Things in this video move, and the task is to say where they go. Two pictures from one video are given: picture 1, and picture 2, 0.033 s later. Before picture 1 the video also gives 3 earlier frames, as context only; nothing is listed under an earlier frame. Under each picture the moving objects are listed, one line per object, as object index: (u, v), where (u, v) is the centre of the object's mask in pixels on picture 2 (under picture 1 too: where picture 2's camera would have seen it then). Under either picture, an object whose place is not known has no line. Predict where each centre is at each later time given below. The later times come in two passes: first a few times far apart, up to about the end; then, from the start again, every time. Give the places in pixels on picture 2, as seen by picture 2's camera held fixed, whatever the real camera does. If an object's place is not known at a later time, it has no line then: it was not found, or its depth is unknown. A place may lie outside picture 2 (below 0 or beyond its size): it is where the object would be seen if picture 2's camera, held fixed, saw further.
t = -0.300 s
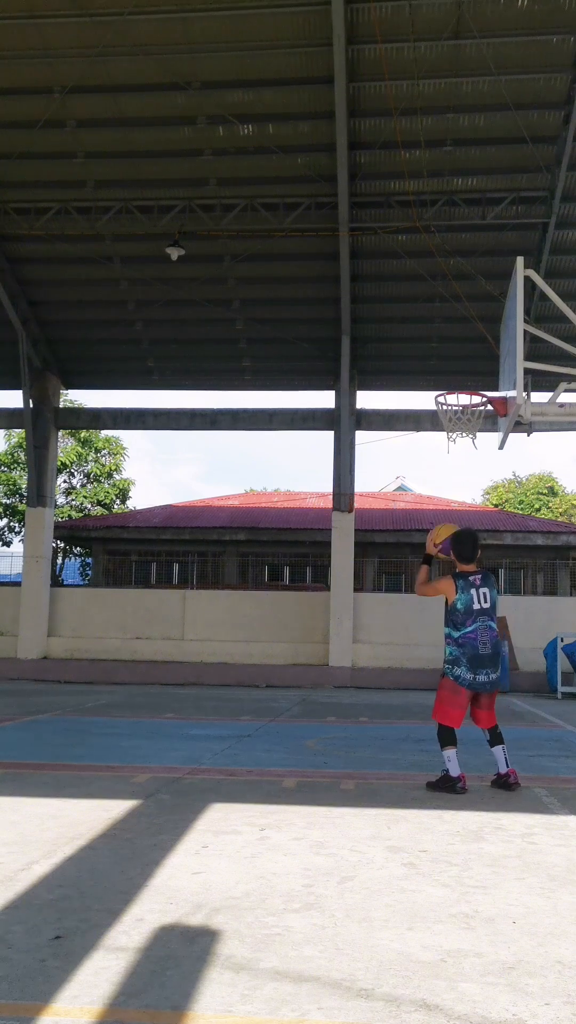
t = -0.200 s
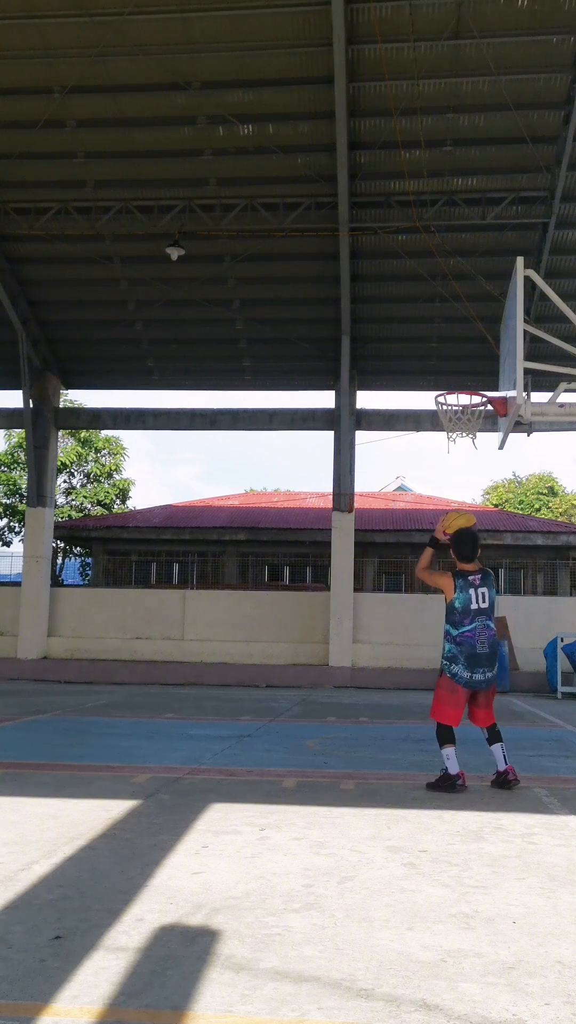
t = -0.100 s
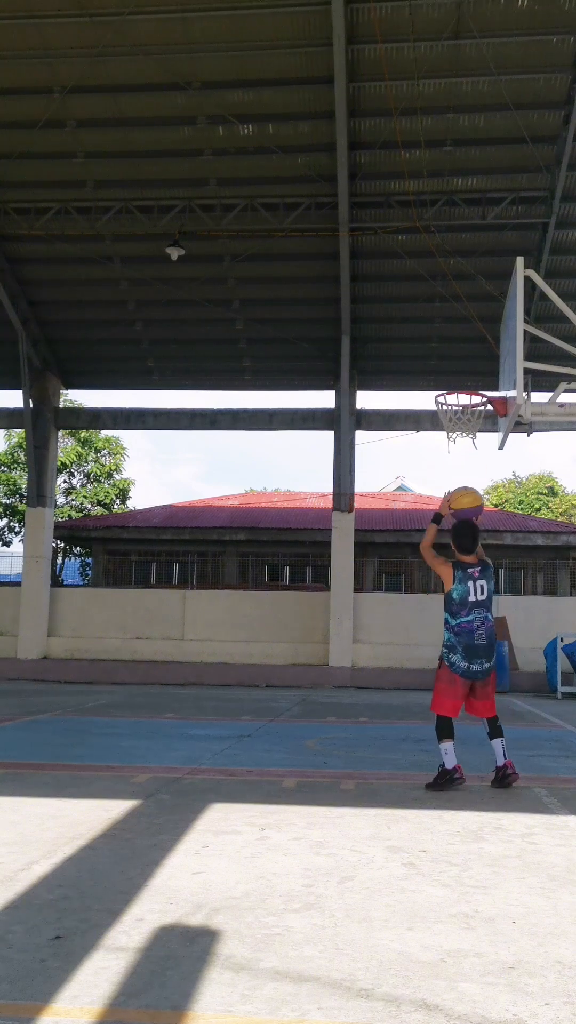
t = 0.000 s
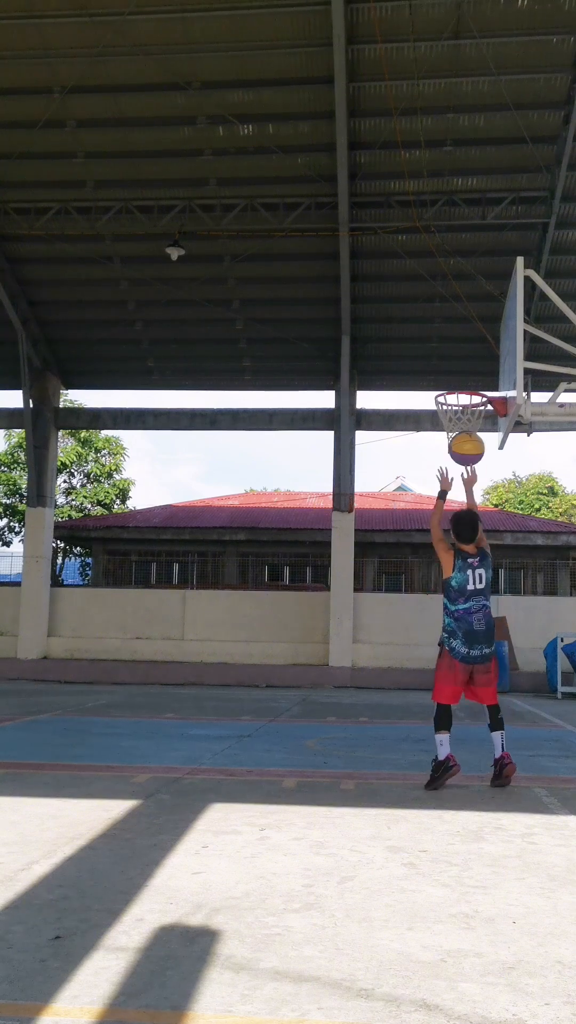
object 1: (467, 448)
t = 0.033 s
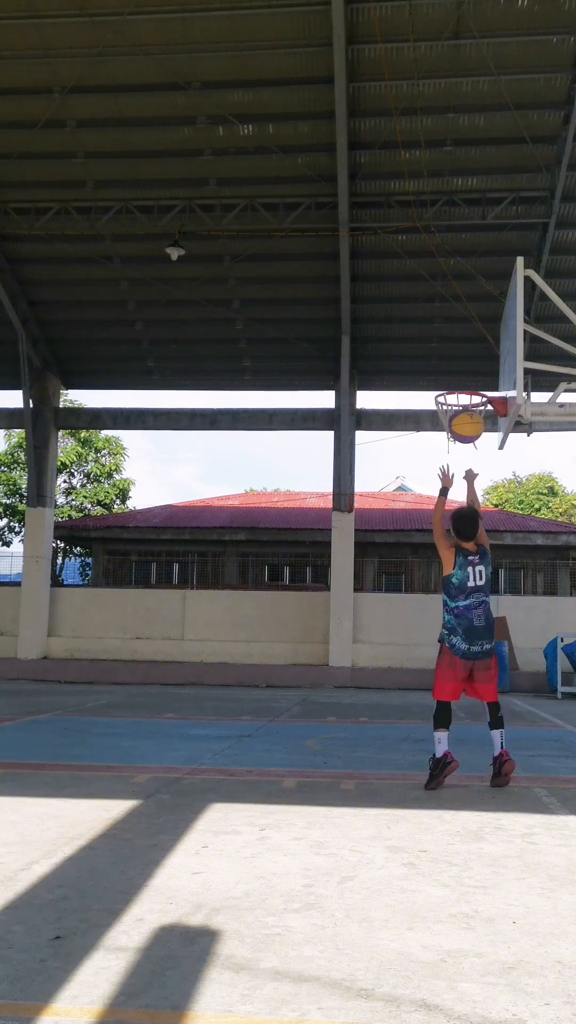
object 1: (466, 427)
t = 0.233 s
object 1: (461, 337)
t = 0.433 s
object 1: (459, 310)
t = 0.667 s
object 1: (454, 336)
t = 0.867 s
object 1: (453, 397)
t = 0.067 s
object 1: (465, 407)
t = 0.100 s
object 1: (464, 388)
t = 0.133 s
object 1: (464, 373)
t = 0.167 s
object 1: (463, 359)
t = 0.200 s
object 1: (462, 347)
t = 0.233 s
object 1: (461, 337)
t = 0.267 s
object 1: (461, 329)
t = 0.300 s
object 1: (460, 322)
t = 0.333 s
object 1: (460, 317)
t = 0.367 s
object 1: (460, 314)
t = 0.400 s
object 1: (459, 311)
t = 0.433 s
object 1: (459, 310)
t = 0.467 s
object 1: (458, 311)
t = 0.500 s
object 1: (457, 311)
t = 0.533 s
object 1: (457, 314)
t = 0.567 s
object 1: (456, 317)
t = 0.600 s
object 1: (455, 322)
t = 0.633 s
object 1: (455, 328)
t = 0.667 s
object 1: (454, 336)
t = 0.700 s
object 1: (454, 344)
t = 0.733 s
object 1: (454, 354)
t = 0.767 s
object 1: (454, 364)
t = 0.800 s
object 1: (453, 375)
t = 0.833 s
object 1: (452, 386)
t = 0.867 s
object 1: (453, 397)
